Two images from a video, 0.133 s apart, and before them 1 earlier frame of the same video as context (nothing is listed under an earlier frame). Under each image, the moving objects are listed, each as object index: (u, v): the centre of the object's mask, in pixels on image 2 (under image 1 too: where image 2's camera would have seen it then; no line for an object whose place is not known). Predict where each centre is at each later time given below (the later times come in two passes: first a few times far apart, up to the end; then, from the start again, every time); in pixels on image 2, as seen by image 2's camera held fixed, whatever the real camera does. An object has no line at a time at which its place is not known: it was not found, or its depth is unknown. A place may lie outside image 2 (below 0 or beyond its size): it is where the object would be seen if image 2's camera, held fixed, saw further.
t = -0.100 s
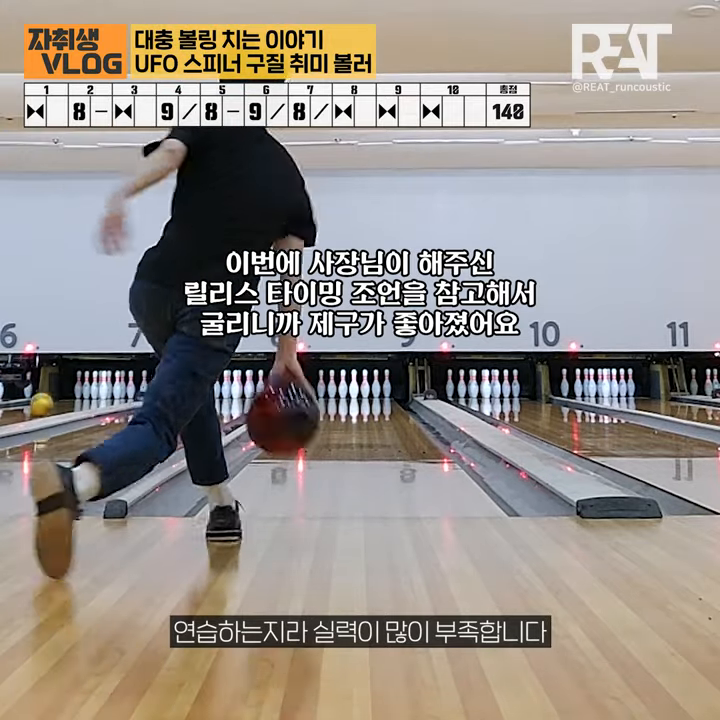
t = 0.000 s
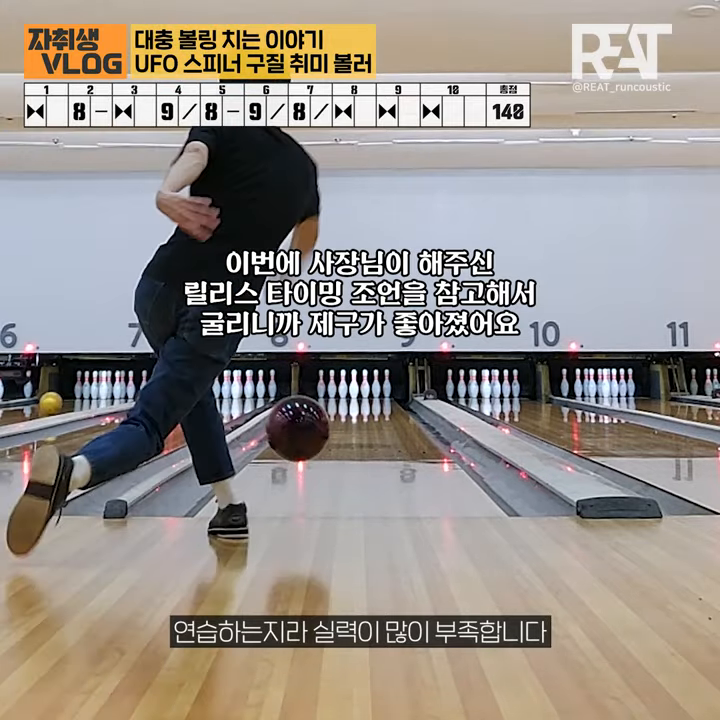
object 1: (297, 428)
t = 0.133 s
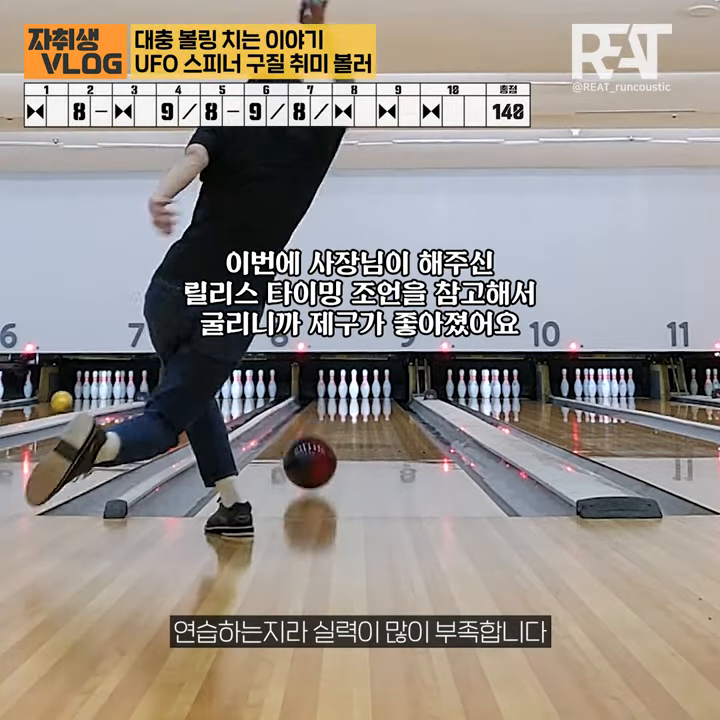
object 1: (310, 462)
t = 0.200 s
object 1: (314, 453)
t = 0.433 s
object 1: (327, 437)
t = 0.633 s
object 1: (334, 426)
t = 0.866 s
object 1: (340, 416)
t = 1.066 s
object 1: (344, 408)
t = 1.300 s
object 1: (347, 403)
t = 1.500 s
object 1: (349, 400)
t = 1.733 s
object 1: (351, 396)
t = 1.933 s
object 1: (352, 394)
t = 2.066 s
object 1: (353, 392)
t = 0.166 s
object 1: (312, 460)
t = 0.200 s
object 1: (314, 453)
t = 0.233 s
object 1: (317, 454)
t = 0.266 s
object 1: (318, 450)
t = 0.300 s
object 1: (320, 446)
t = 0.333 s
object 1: (322, 444)
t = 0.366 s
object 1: (324, 441)
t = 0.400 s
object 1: (325, 439)
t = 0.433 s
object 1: (327, 437)
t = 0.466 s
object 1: (328, 435)
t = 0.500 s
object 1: (329, 433)
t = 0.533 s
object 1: (331, 431)
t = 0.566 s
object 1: (332, 430)
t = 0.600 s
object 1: (333, 428)
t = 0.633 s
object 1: (334, 426)
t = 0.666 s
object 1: (335, 425)
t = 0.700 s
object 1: (336, 423)
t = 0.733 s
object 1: (339, 422)
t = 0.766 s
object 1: (340, 421)
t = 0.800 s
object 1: (338, 418)
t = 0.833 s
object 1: (339, 417)
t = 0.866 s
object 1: (340, 416)
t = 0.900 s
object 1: (340, 414)
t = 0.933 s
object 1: (341, 413)
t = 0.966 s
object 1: (342, 412)
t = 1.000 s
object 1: (342, 411)
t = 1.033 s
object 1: (343, 410)
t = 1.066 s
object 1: (344, 408)
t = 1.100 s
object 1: (344, 407)
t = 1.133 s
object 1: (345, 406)
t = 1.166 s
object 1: (345, 406)
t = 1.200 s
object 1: (346, 405)
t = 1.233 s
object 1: (346, 404)
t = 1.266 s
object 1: (346, 403)
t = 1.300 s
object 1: (347, 403)
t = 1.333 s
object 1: (347, 402)
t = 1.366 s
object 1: (348, 401)
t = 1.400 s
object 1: (349, 401)
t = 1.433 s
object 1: (349, 401)
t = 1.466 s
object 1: (349, 400)
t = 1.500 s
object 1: (349, 400)
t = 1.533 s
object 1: (350, 399)
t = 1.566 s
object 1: (350, 398)
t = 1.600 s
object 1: (350, 398)
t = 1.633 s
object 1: (351, 397)
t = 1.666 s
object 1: (351, 397)
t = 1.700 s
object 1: (351, 397)
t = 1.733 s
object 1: (351, 396)
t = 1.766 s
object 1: (352, 396)
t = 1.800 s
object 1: (352, 395)
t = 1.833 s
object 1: (352, 395)
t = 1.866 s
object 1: (352, 395)
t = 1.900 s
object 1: (352, 395)
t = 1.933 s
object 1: (352, 394)
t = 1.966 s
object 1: (353, 393)
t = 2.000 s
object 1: (353, 393)
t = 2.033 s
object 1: (353, 392)
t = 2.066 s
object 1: (353, 392)
